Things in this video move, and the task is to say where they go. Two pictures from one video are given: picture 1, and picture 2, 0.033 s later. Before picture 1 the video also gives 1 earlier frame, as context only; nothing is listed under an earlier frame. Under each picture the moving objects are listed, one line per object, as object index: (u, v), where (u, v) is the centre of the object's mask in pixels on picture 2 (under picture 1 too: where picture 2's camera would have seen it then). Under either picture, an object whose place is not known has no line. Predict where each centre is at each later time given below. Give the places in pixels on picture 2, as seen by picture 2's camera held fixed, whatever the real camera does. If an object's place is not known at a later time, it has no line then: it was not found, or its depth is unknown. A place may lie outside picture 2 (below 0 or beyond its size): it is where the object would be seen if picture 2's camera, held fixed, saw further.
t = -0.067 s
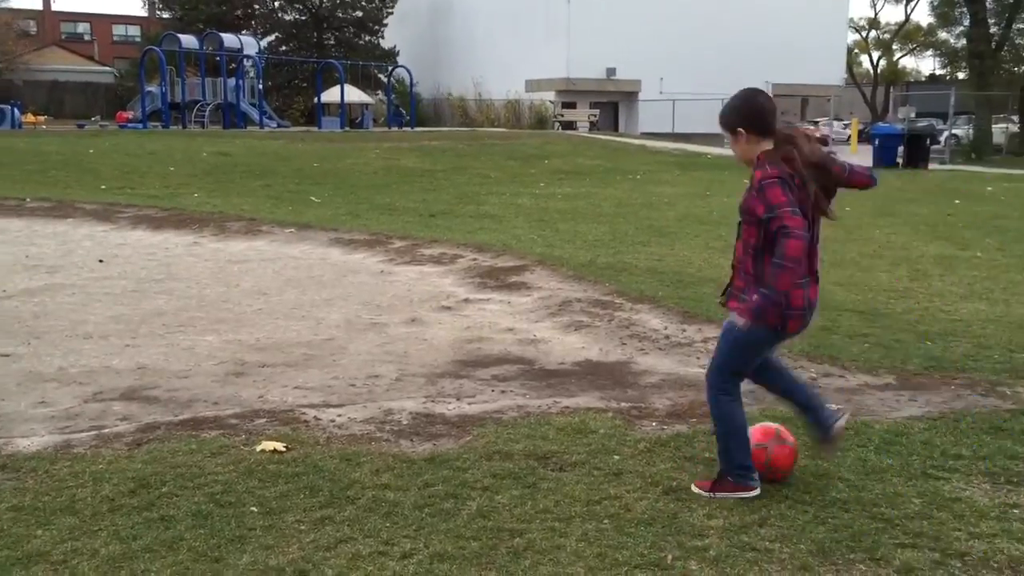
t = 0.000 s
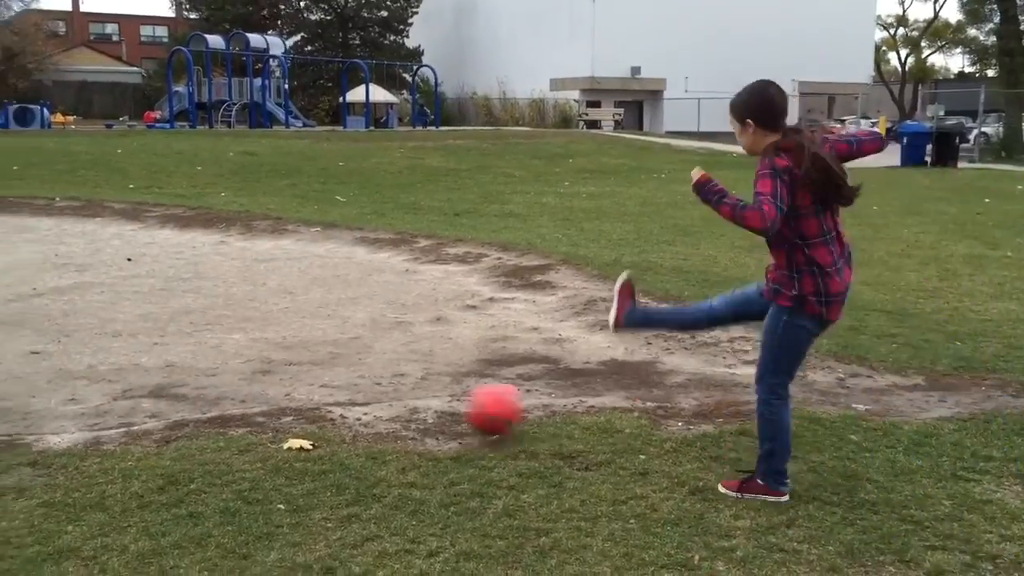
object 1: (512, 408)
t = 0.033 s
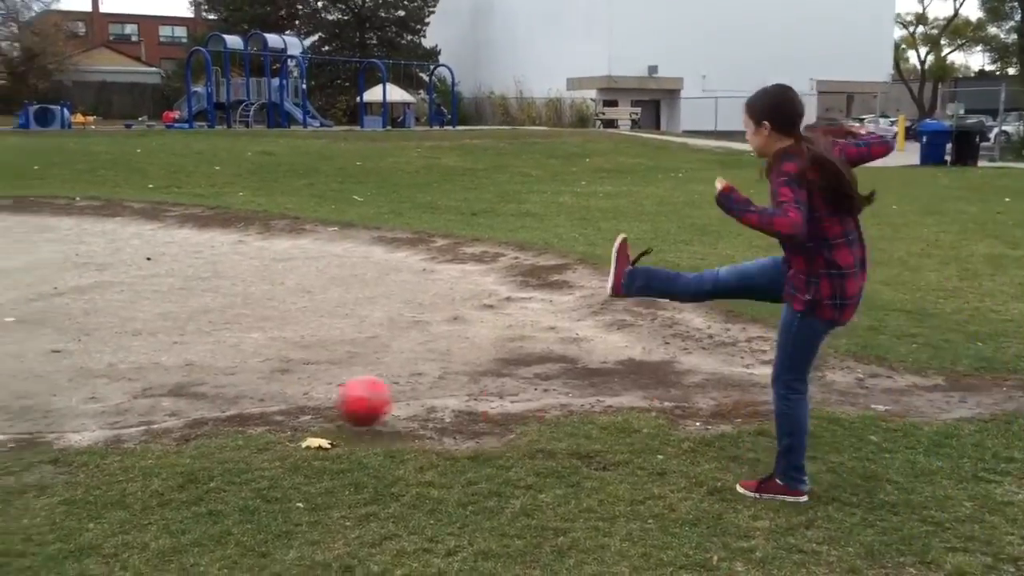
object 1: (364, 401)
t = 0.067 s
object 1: (230, 402)
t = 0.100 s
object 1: (130, 371)
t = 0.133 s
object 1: (36, 350)
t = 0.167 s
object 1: (-51, 341)
